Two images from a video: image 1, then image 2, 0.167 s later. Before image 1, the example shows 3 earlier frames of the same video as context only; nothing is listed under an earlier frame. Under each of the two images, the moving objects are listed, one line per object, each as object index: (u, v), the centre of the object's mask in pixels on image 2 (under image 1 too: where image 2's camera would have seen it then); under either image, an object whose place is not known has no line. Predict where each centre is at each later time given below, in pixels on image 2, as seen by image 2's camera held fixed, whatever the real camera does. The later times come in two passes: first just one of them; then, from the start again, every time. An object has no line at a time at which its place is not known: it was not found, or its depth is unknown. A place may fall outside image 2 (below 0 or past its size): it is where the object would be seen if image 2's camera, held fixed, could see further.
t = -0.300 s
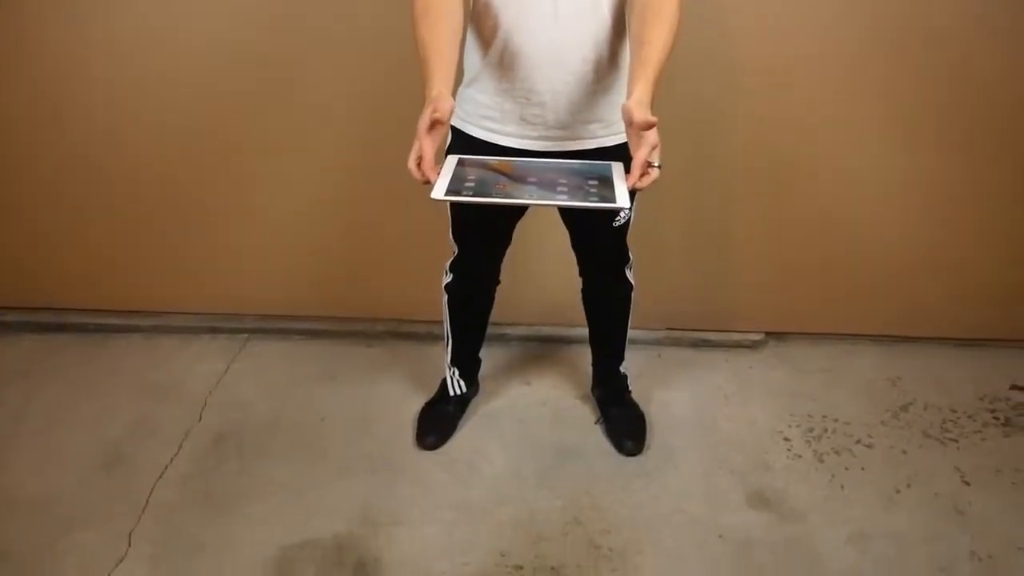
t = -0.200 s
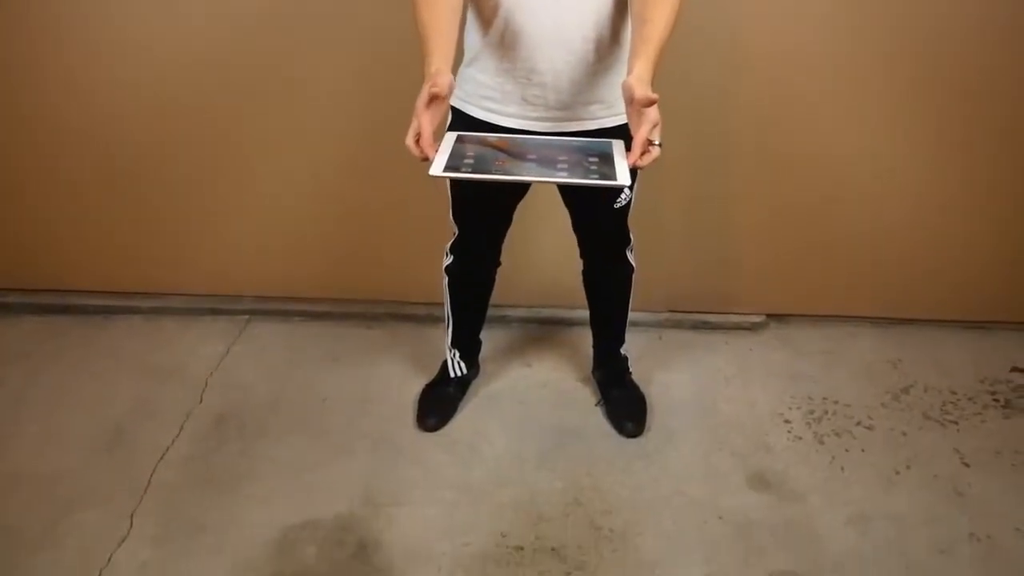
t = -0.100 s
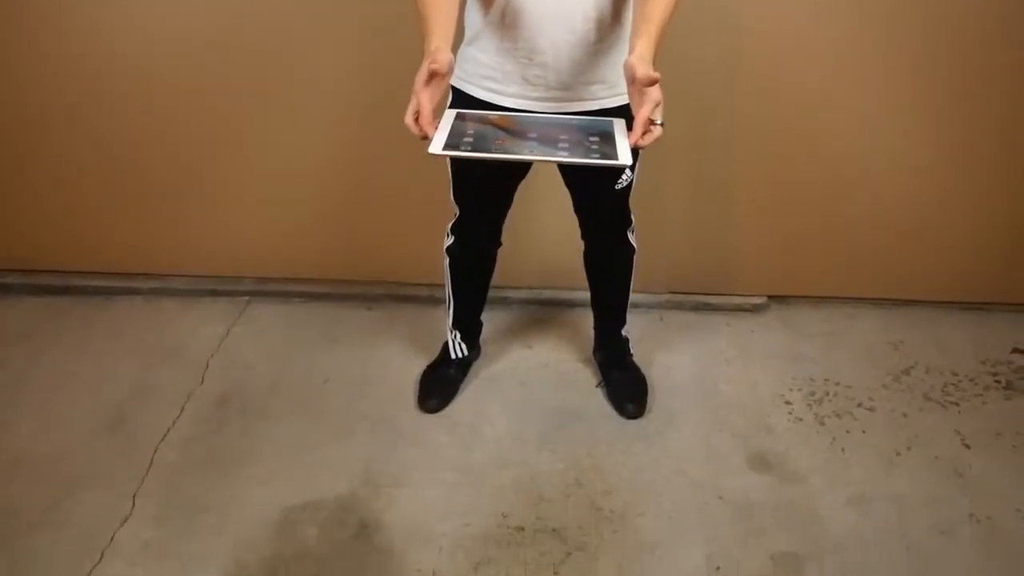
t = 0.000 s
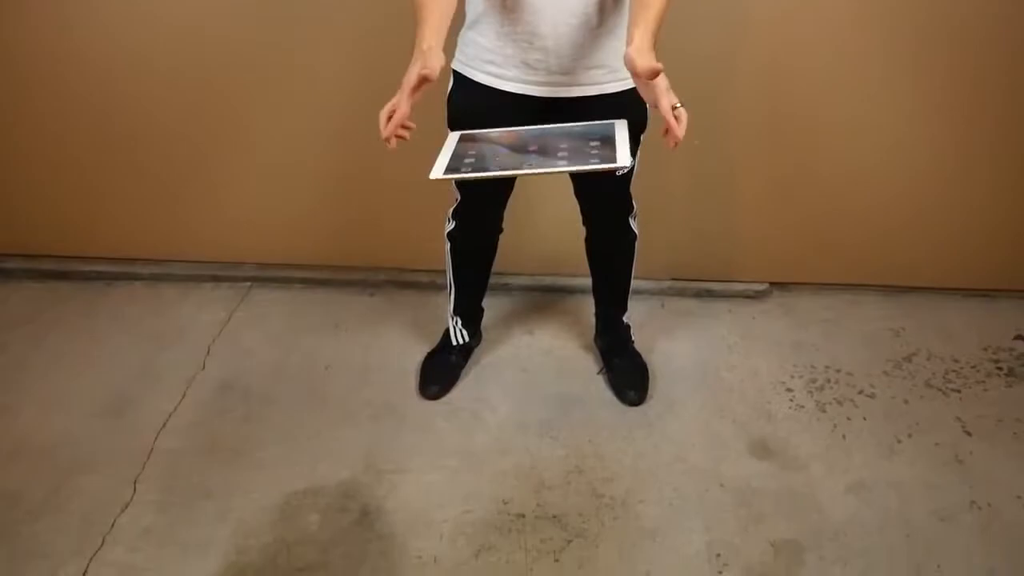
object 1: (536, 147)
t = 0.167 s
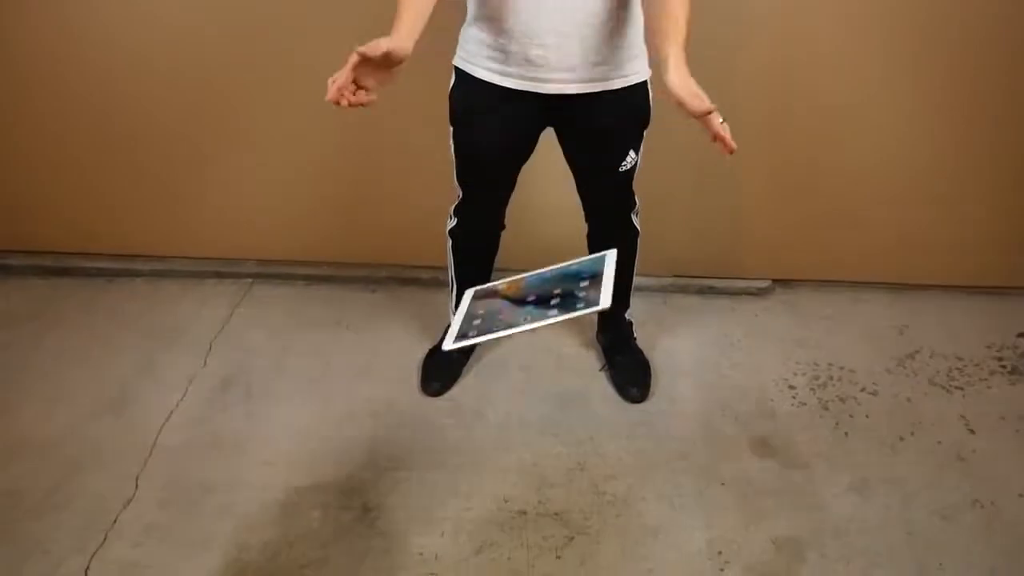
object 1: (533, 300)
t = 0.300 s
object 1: (528, 471)
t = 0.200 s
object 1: (533, 341)
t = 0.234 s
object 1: (531, 384)
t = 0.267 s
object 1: (530, 427)
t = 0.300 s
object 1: (528, 471)
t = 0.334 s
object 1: (527, 510)
